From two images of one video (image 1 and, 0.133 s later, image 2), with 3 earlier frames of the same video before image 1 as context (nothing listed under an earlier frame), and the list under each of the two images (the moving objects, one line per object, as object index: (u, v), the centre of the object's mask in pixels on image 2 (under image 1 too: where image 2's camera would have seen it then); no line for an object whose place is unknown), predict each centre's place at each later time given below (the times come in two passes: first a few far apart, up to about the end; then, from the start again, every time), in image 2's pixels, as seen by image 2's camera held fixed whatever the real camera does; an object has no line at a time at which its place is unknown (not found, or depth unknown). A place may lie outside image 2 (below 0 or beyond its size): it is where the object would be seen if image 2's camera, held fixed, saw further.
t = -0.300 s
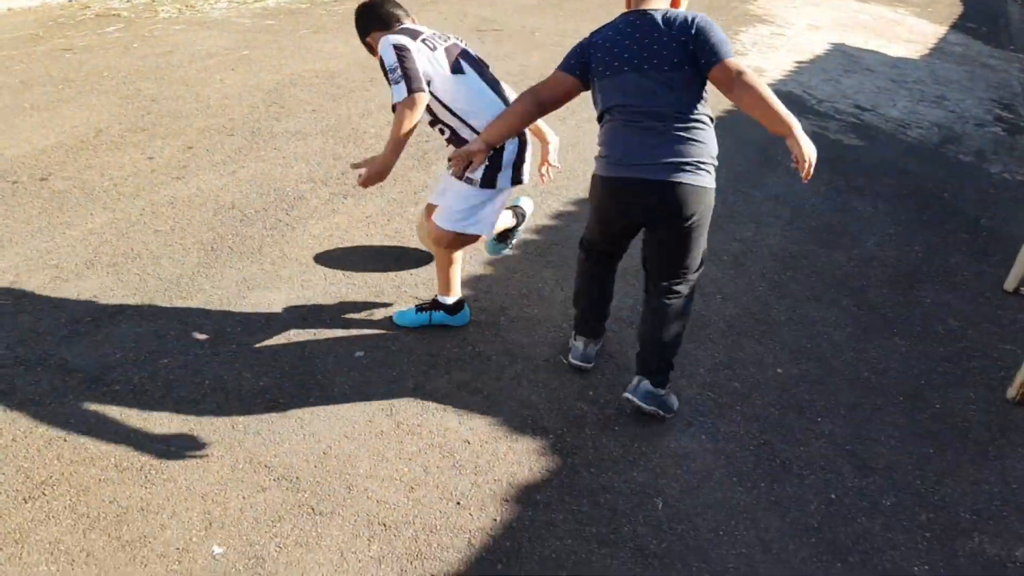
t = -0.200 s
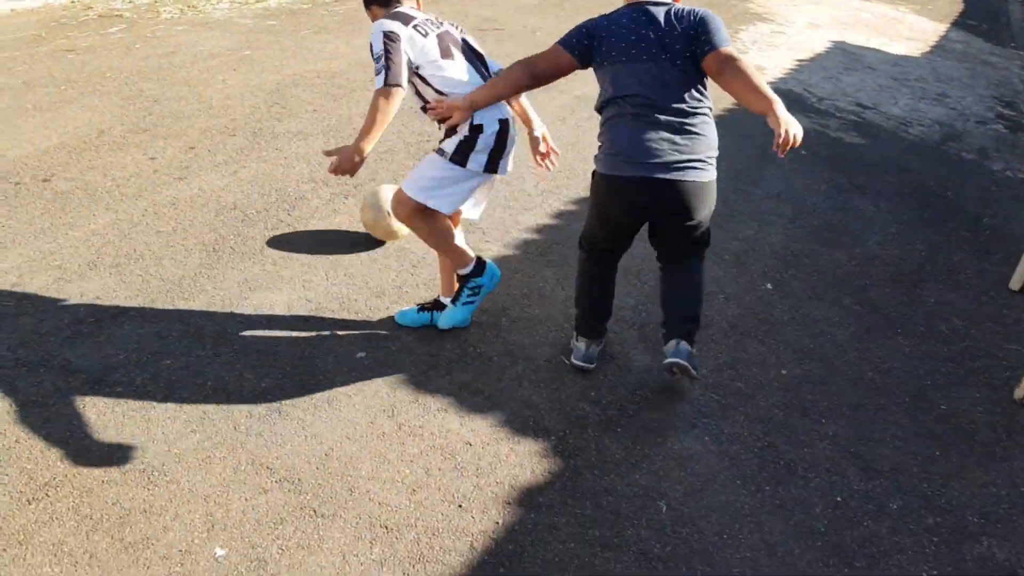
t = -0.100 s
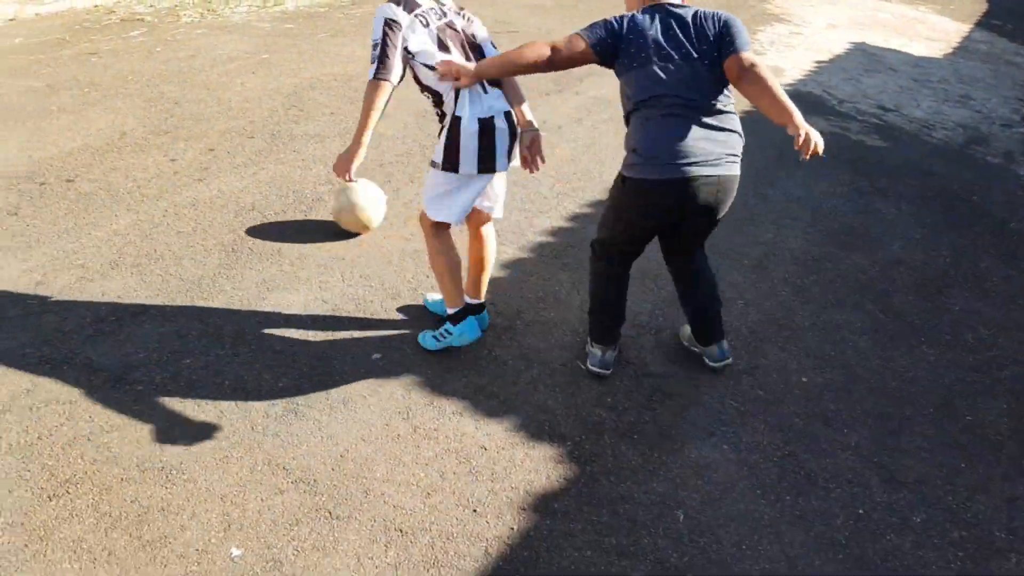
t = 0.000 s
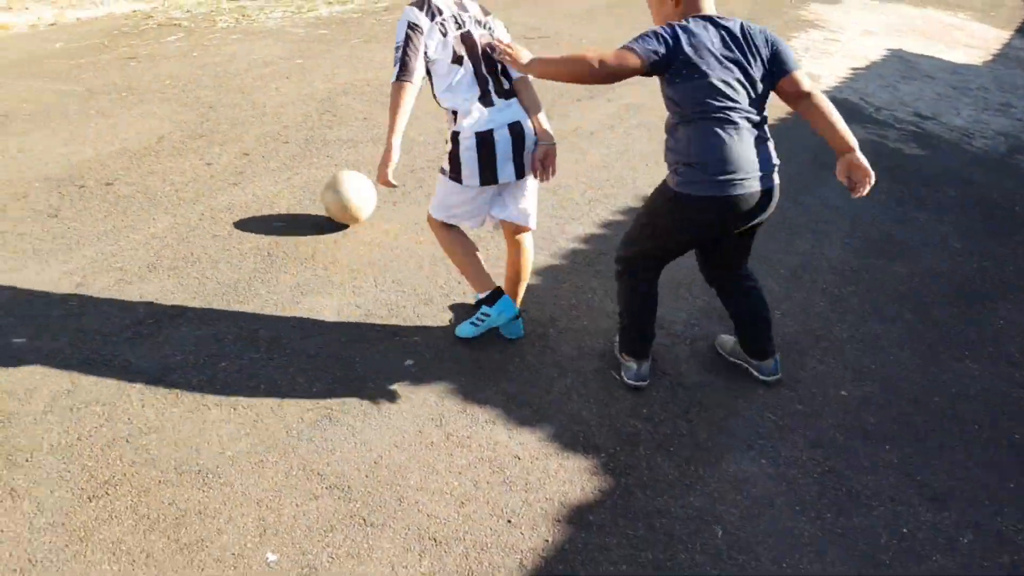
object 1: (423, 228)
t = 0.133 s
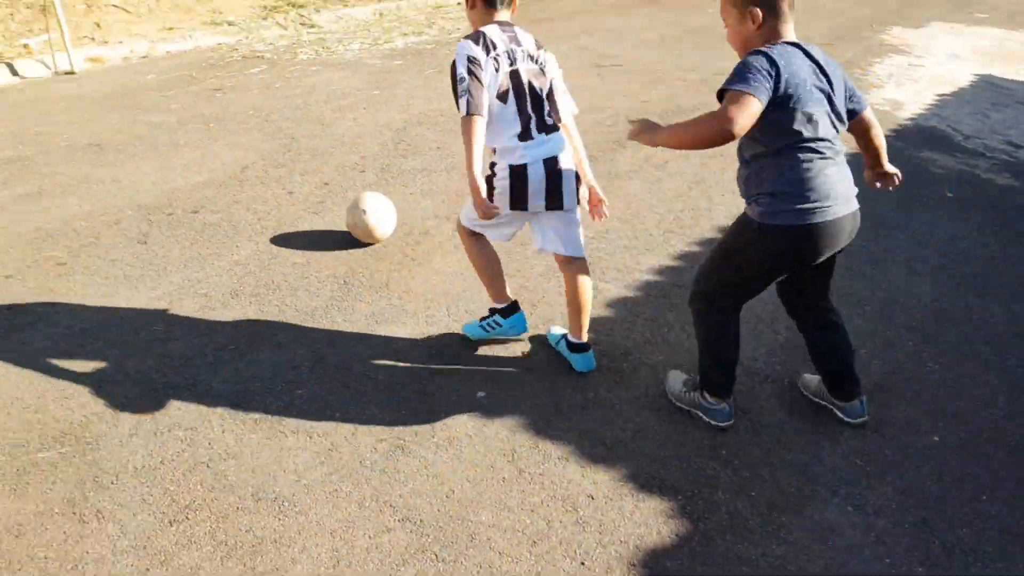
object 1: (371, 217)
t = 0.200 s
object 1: (345, 211)
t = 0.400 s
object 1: (274, 197)
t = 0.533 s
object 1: (229, 189)
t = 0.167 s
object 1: (358, 214)
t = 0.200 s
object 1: (345, 211)
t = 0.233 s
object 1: (333, 209)
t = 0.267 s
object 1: (321, 206)
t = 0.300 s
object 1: (309, 204)
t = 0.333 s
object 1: (297, 201)
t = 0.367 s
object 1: (286, 199)
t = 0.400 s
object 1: (274, 197)
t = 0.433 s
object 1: (263, 195)
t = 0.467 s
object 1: (251, 193)
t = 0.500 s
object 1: (240, 191)
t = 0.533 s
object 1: (229, 189)
